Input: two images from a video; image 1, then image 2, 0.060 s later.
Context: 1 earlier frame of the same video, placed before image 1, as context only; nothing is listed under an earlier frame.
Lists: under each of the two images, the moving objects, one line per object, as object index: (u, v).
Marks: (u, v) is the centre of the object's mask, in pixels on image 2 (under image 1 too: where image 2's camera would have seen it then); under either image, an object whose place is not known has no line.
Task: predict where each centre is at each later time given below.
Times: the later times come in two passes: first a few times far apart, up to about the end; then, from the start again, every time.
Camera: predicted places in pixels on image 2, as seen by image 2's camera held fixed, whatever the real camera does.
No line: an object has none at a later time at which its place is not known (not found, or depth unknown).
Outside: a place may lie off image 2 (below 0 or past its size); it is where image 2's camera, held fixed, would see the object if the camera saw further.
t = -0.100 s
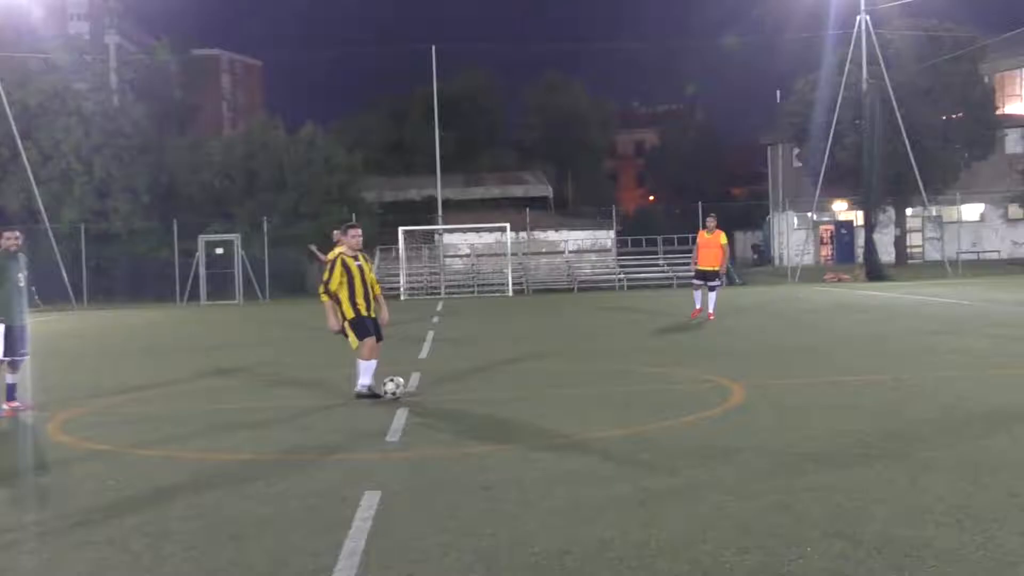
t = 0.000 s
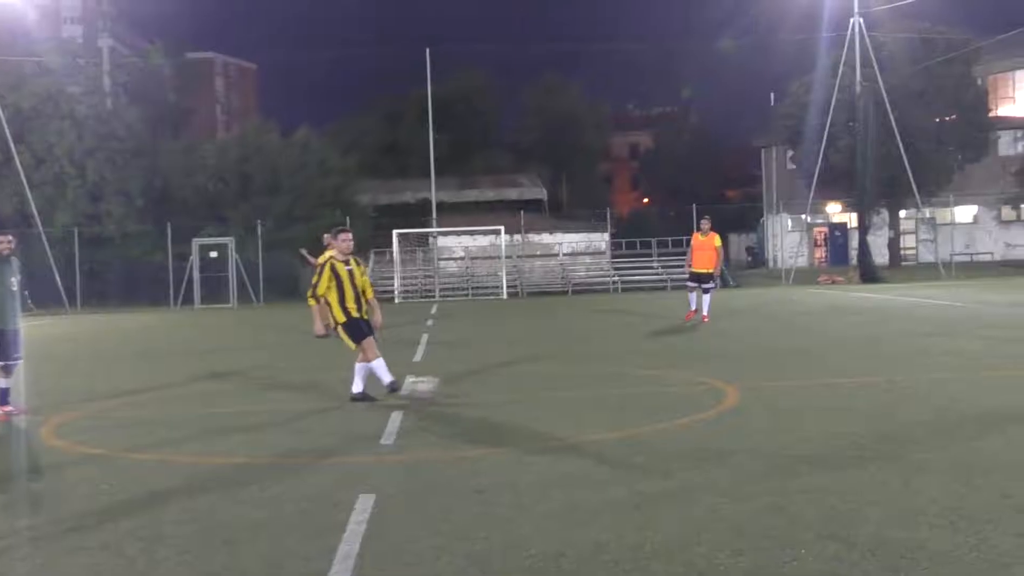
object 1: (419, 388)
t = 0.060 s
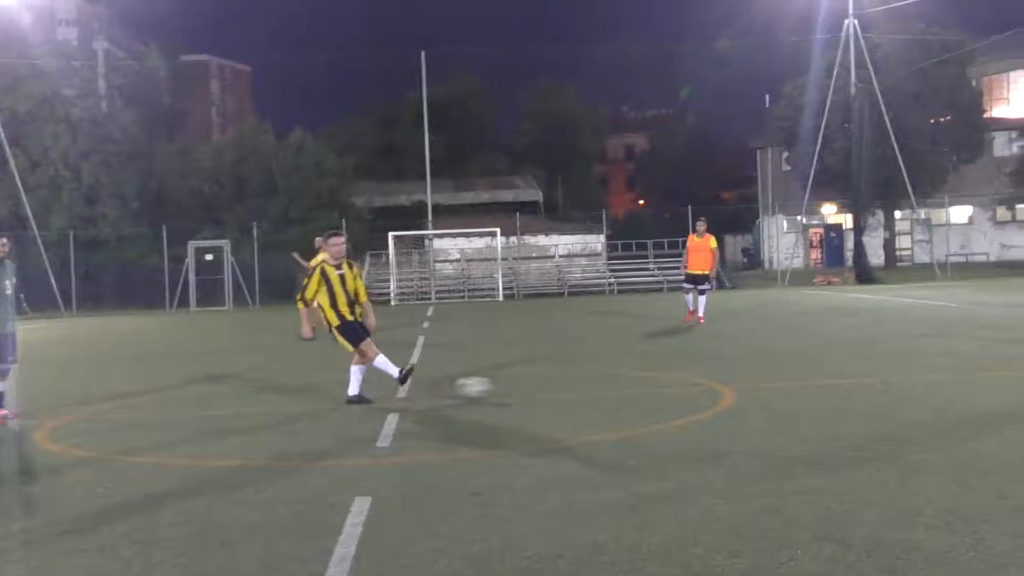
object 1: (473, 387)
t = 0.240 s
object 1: (619, 379)
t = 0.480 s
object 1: (772, 370)
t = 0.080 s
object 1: (492, 386)
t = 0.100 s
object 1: (509, 384)
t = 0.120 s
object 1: (525, 384)
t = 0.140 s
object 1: (541, 383)
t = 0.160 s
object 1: (558, 382)
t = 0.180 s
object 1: (573, 382)
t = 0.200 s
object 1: (589, 381)
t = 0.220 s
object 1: (604, 380)
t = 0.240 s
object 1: (619, 379)
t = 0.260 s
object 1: (633, 378)
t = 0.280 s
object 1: (647, 377)
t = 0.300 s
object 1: (661, 376)
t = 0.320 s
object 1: (674, 376)
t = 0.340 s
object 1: (689, 375)
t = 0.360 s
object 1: (701, 374)
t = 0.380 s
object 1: (714, 372)
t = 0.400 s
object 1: (726, 373)
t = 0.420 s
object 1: (738, 373)
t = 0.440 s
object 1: (750, 372)
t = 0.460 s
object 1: (761, 371)
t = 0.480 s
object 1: (772, 370)
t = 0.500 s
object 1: (783, 370)
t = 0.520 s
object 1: (792, 370)
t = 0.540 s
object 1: (803, 369)
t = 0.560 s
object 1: (812, 368)
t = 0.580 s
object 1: (820, 368)
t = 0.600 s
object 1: (830, 368)
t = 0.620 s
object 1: (840, 367)
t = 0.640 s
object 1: (847, 367)
